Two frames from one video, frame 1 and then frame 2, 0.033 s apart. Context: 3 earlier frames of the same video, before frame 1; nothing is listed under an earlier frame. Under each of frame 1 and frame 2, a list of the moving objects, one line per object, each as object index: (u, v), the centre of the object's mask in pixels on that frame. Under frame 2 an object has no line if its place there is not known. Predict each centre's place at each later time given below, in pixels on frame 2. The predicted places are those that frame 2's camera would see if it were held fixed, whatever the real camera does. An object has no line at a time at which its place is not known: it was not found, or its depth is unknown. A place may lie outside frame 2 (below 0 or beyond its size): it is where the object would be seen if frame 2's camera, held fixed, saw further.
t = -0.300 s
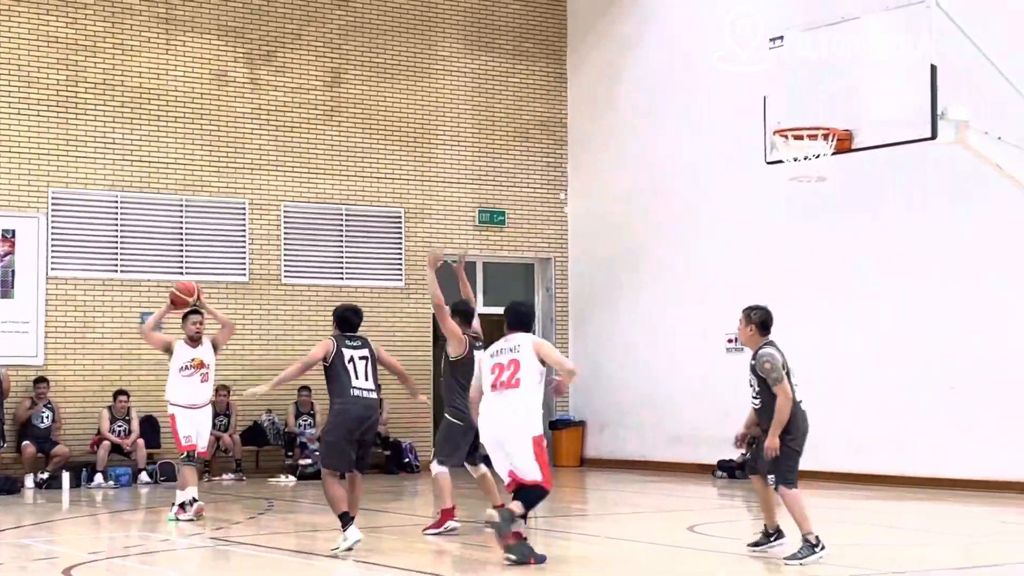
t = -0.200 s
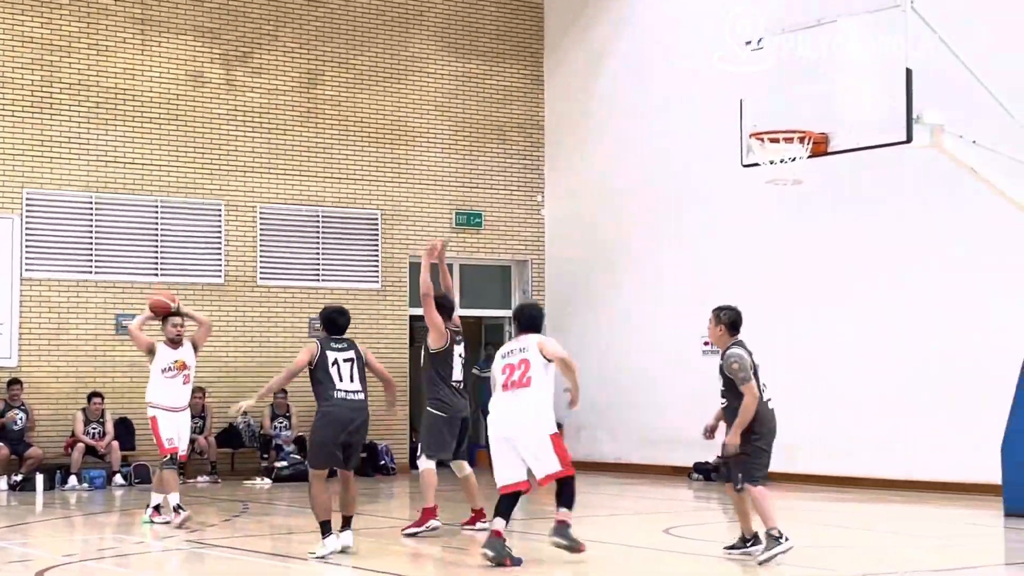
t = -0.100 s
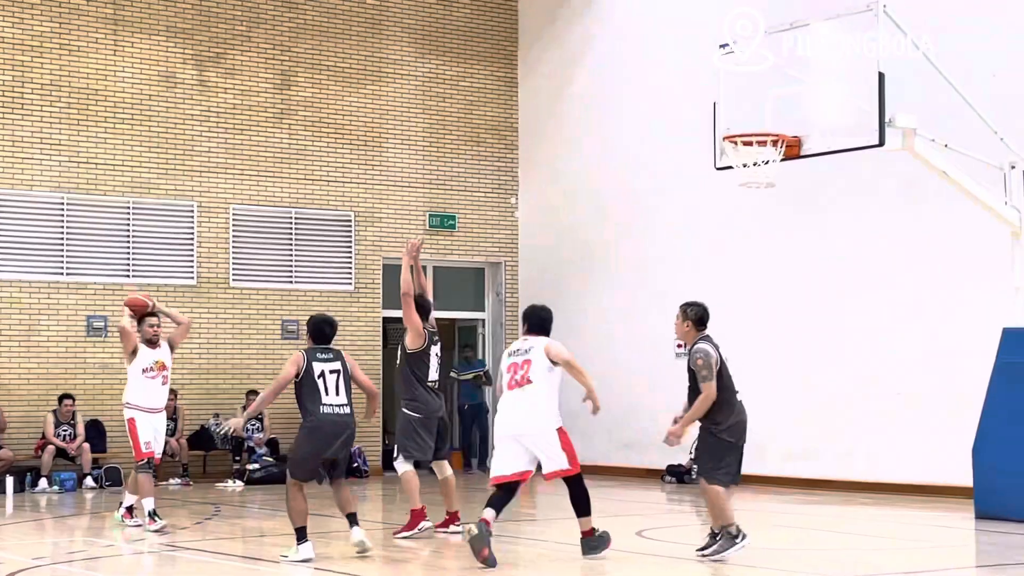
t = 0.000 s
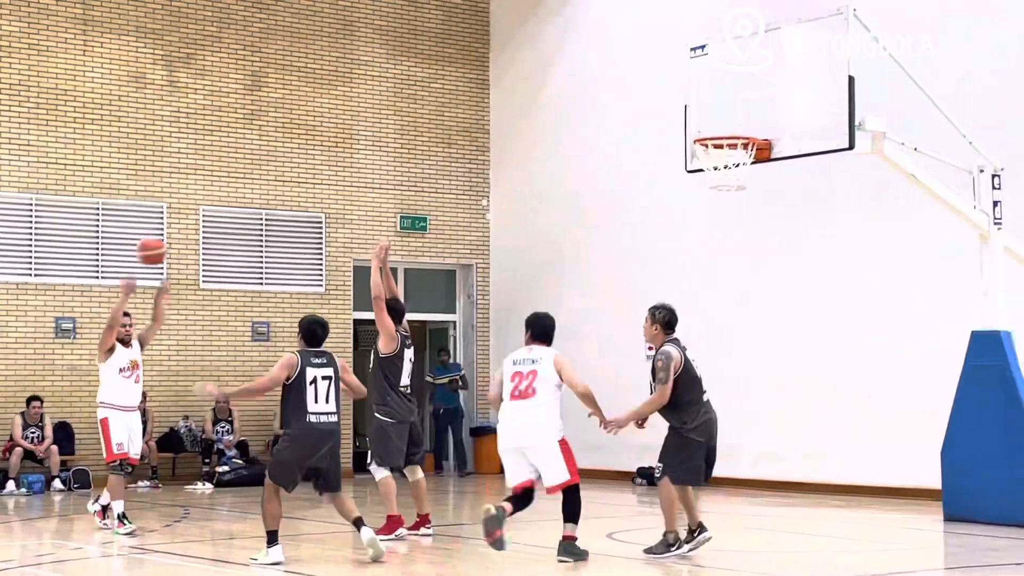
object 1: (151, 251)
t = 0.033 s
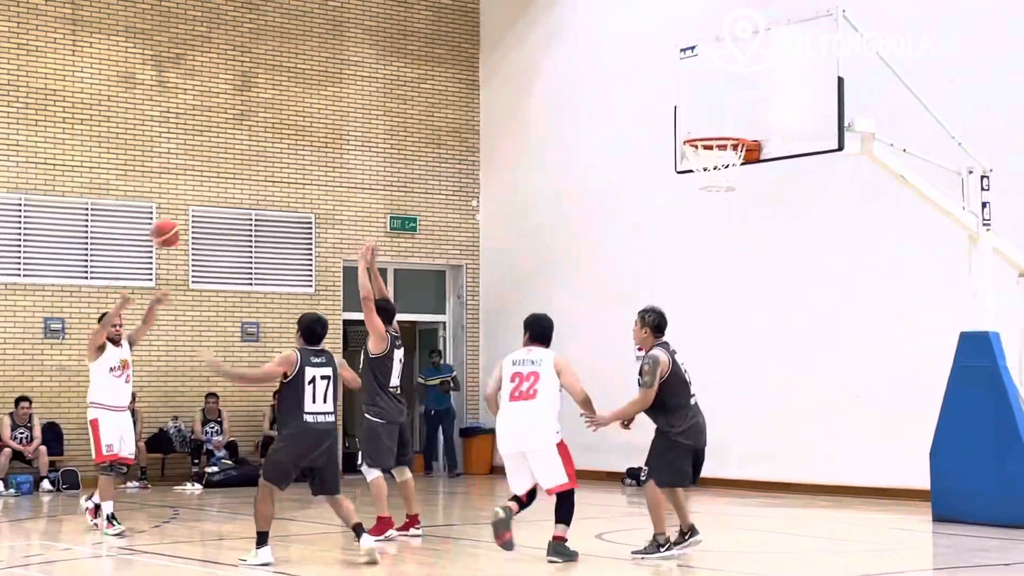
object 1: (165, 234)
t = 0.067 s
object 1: (190, 214)
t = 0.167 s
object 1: (274, 165)
